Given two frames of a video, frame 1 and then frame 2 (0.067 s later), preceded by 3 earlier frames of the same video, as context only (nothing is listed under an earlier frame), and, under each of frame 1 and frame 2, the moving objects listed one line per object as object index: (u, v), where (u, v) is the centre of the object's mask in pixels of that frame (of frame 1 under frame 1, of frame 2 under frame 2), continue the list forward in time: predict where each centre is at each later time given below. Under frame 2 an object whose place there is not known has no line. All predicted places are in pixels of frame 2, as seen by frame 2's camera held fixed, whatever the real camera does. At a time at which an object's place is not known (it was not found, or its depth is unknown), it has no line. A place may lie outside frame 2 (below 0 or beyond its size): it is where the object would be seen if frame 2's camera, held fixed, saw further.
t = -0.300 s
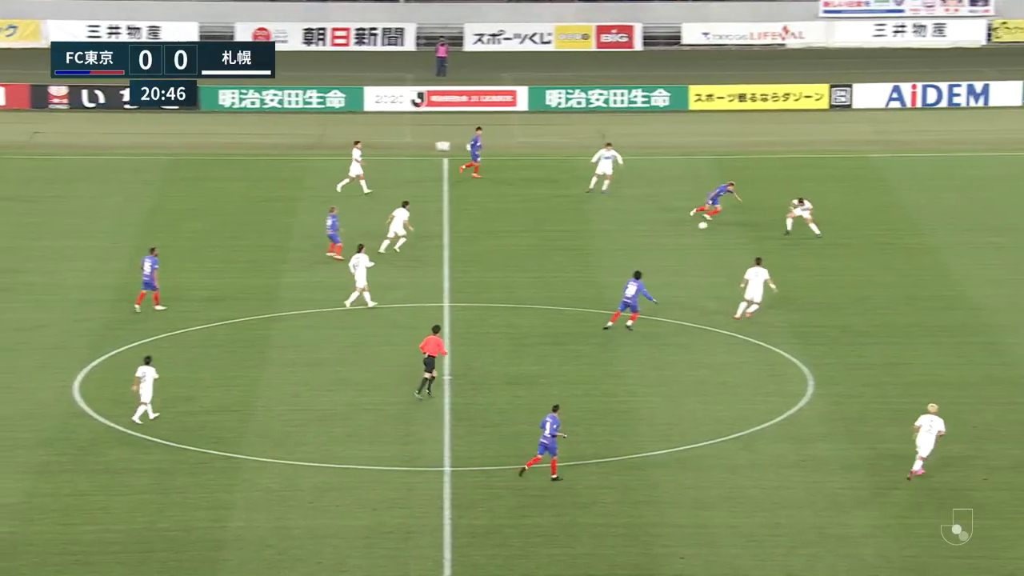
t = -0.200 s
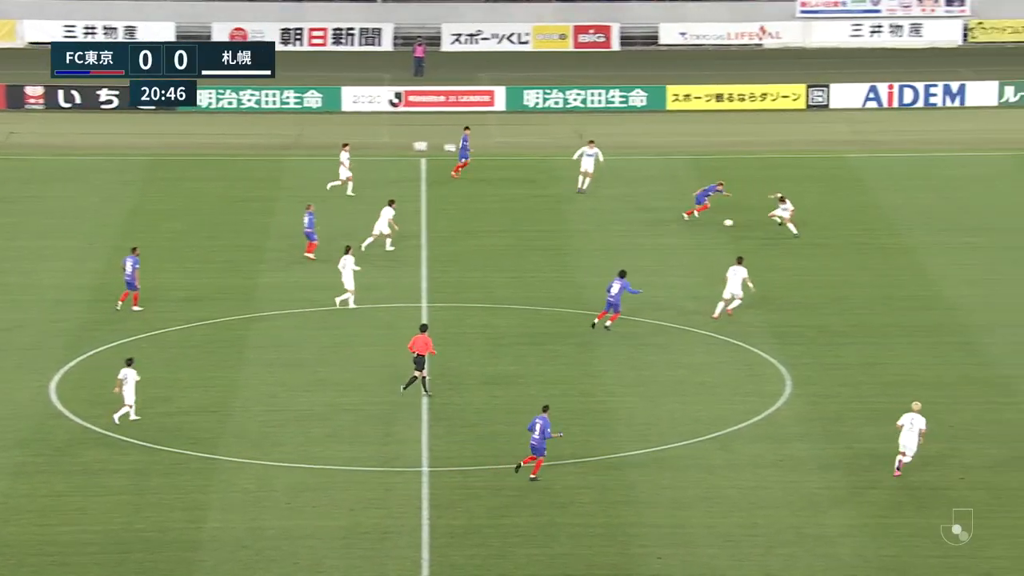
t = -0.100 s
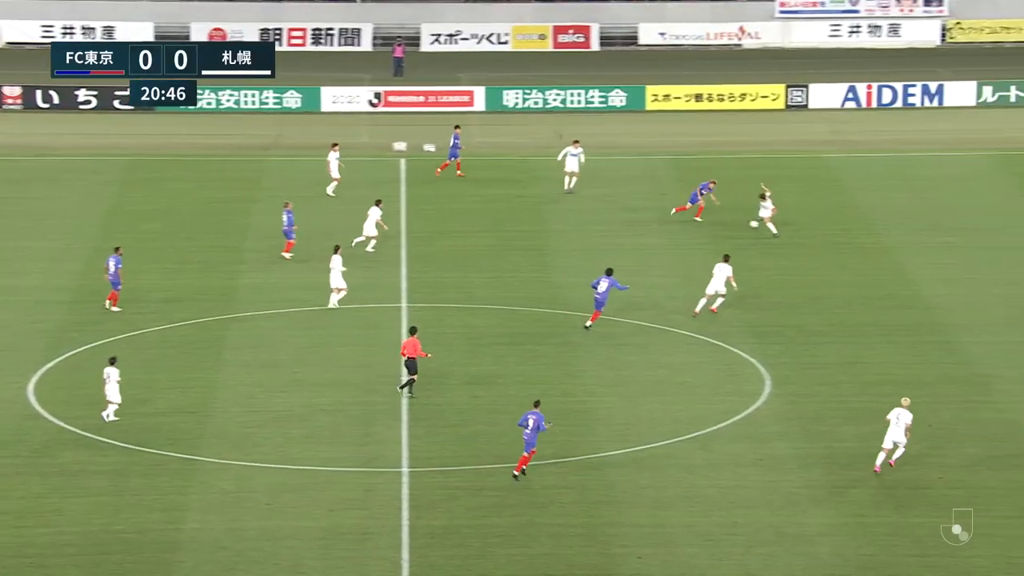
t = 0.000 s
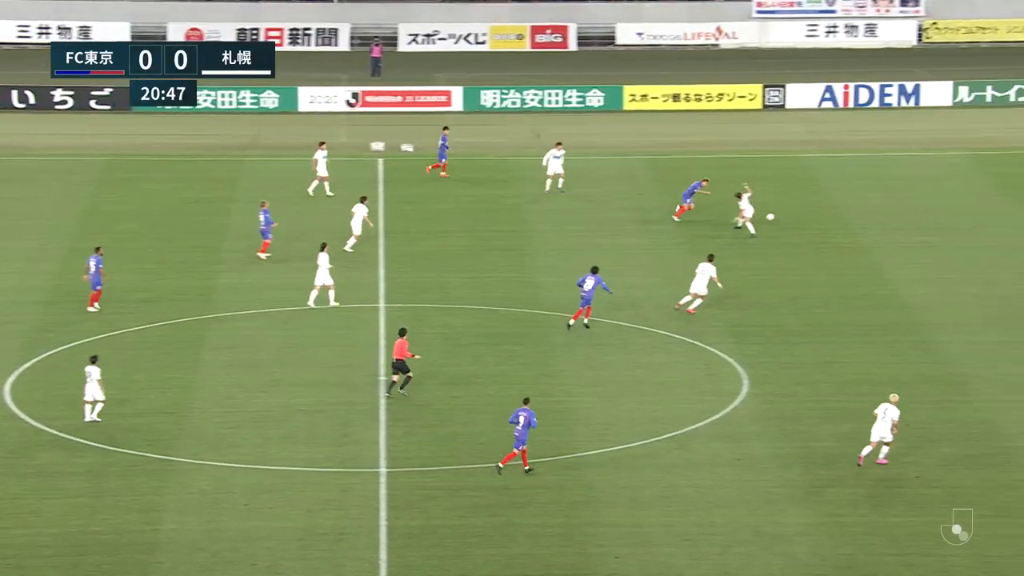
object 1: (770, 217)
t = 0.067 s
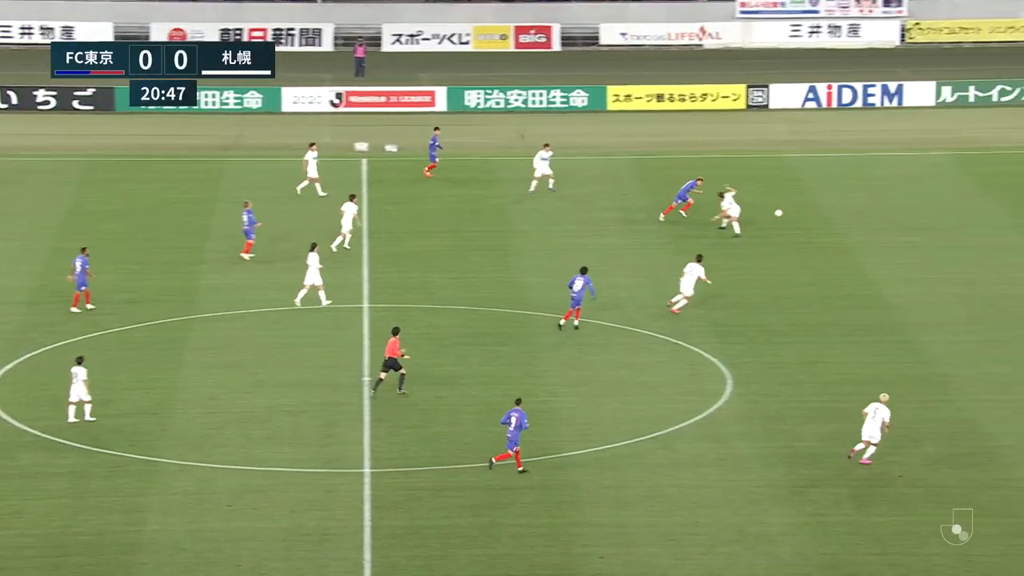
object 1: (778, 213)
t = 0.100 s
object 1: (789, 212)
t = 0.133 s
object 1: (800, 211)
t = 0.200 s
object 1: (822, 210)
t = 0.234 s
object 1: (832, 211)
